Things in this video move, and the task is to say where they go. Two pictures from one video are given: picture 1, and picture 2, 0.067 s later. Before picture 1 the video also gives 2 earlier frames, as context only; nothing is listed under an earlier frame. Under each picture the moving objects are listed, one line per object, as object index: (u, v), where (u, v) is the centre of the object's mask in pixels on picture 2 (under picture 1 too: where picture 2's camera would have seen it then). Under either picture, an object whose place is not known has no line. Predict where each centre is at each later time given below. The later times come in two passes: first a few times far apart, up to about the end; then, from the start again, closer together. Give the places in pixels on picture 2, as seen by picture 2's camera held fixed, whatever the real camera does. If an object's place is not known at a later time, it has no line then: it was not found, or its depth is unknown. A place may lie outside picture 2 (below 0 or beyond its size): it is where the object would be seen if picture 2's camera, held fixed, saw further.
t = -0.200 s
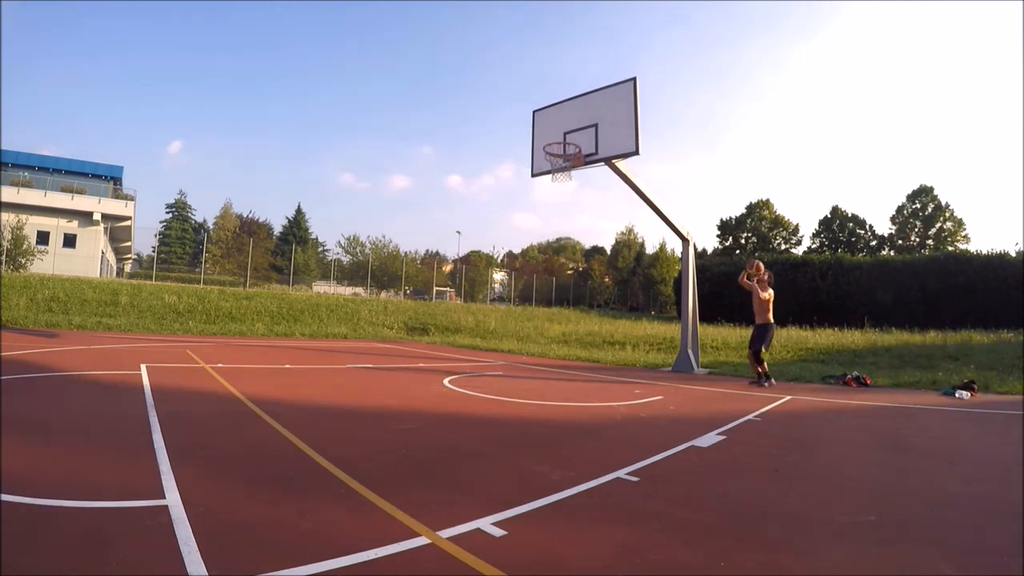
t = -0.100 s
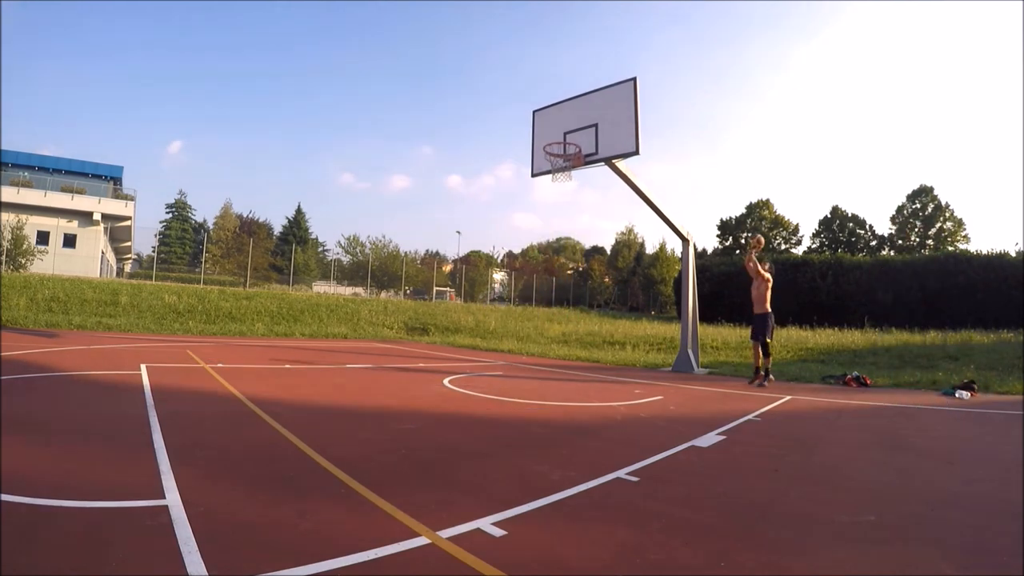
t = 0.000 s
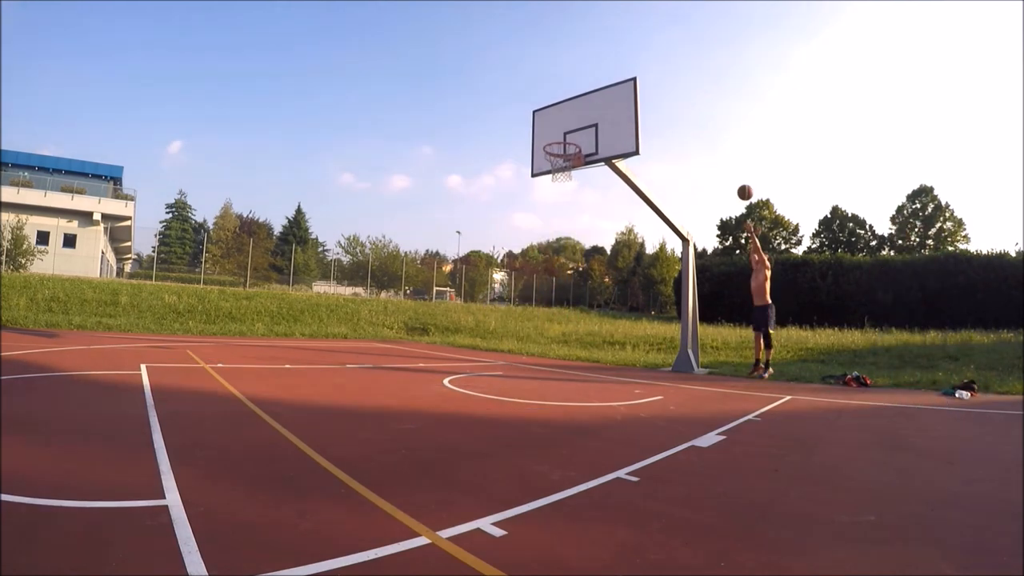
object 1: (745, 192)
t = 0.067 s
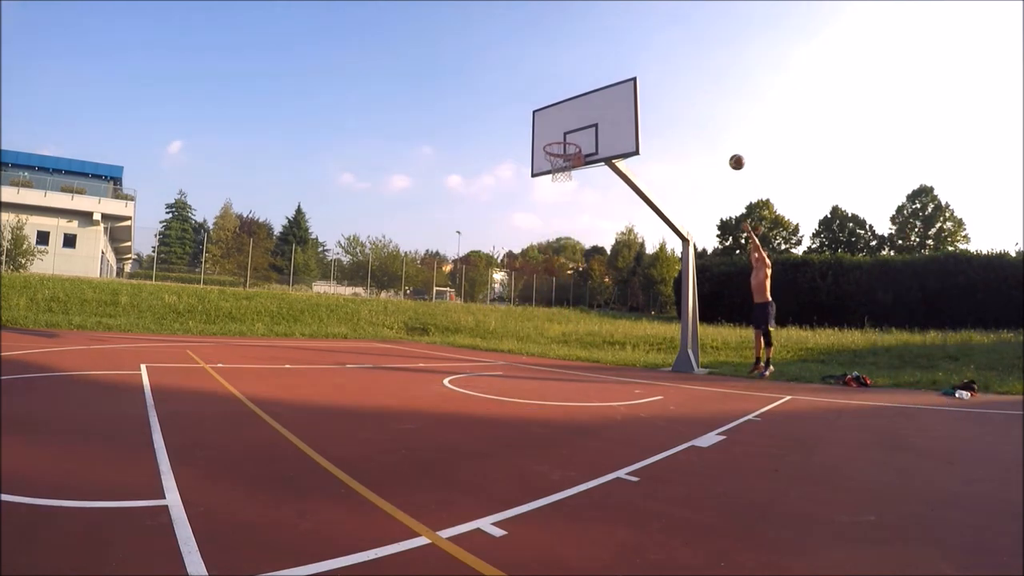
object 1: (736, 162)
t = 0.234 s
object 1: (715, 100)
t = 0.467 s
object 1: (685, 45)
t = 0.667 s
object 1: (661, 24)
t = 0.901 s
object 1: (633, 28)
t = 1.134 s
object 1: (604, 66)
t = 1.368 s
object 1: (571, 151)
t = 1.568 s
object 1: (539, 269)
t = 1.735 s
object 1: (512, 365)
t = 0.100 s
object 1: (732, 148)
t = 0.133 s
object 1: (728, 135)
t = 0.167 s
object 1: (724, 122)
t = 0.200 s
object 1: (719, 111)
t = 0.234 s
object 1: (715, 100)
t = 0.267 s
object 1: (711, 90)
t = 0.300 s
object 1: (706, 81)
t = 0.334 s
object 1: (702, 72)
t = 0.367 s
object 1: (698, 65)
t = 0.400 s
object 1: (694, 57)
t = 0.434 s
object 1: (689, 51)
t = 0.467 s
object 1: (685, 45)
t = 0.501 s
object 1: (681, 40)
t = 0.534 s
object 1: (677, 36)
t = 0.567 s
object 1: (673, 32)
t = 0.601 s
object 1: (669, 29)
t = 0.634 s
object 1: (665, 26)
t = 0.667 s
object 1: (661, 24)
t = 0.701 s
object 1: (657, 23)
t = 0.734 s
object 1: (653, 22)
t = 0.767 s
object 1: (649, 22)
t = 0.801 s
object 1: (645, 22)
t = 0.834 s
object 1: (641, 23)
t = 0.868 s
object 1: (637, 25)
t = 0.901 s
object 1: (633, 28)
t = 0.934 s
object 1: (629, 31)
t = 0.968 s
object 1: (625, 35)
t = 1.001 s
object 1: (621, 39)
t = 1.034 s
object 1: (617, 45)
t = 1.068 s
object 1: (613, 51)
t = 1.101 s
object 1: (609, 58)
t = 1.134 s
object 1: (604, 66)
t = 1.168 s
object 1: (600, 75)
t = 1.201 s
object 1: (596, 85)
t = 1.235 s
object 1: (591, 96)
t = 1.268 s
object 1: (586, 108)
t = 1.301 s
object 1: (581, 121)
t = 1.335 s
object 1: (576, 135)
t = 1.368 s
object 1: (571, 151)
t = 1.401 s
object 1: (566, 167)
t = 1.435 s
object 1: (561, 184)
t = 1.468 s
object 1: (556, 203)
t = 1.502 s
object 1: (550, 224)
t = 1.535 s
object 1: (545, 246)
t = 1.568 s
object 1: (539, 269)
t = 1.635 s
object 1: (526, 321)
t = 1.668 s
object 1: (519, 349)
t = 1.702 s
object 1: (512, 378)
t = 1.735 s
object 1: (512, 365)
